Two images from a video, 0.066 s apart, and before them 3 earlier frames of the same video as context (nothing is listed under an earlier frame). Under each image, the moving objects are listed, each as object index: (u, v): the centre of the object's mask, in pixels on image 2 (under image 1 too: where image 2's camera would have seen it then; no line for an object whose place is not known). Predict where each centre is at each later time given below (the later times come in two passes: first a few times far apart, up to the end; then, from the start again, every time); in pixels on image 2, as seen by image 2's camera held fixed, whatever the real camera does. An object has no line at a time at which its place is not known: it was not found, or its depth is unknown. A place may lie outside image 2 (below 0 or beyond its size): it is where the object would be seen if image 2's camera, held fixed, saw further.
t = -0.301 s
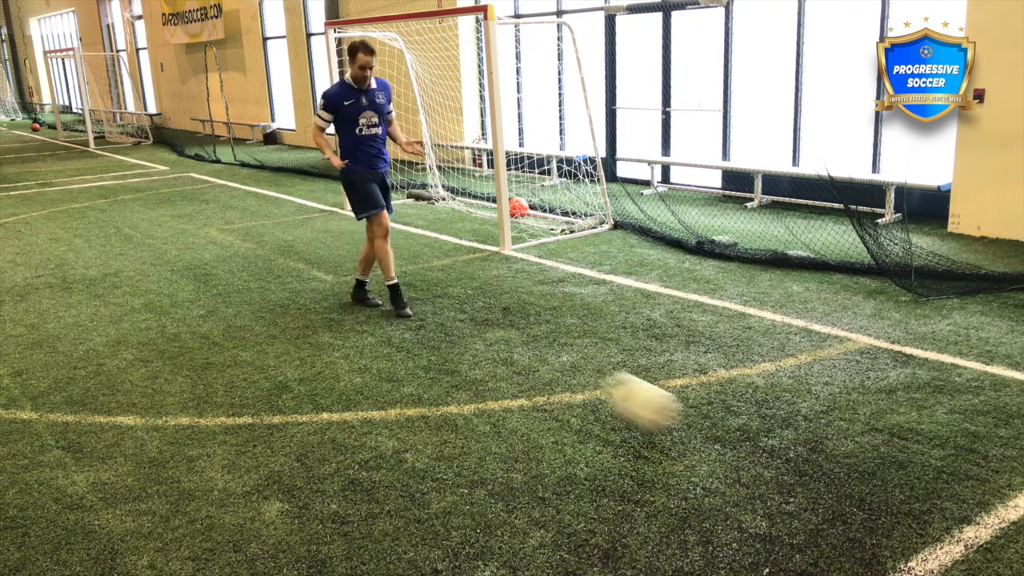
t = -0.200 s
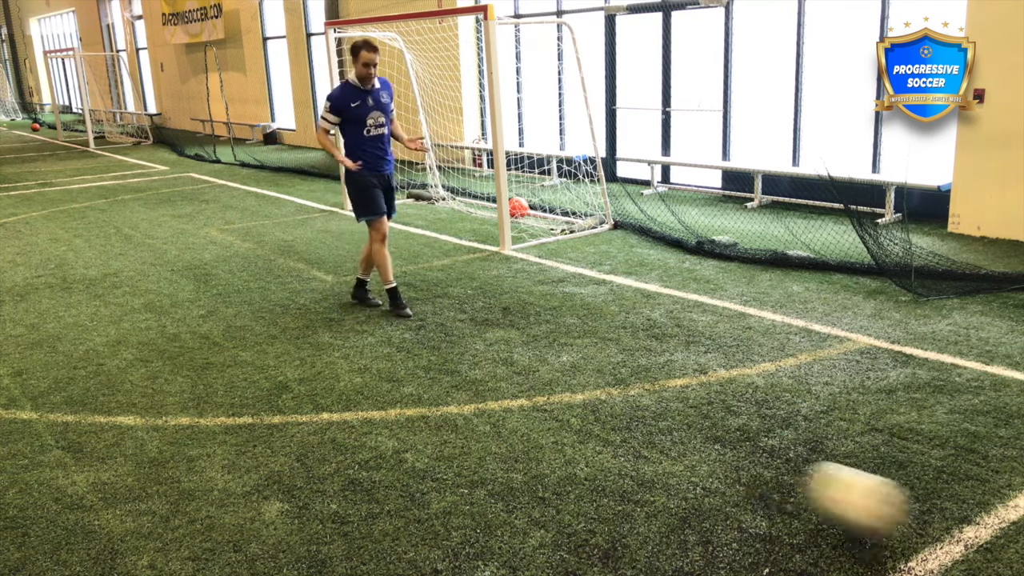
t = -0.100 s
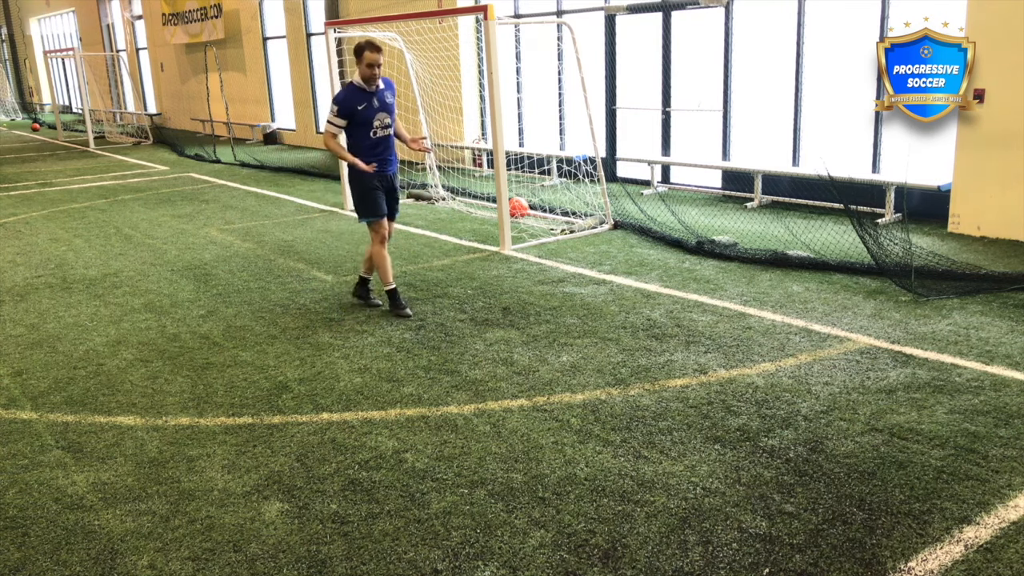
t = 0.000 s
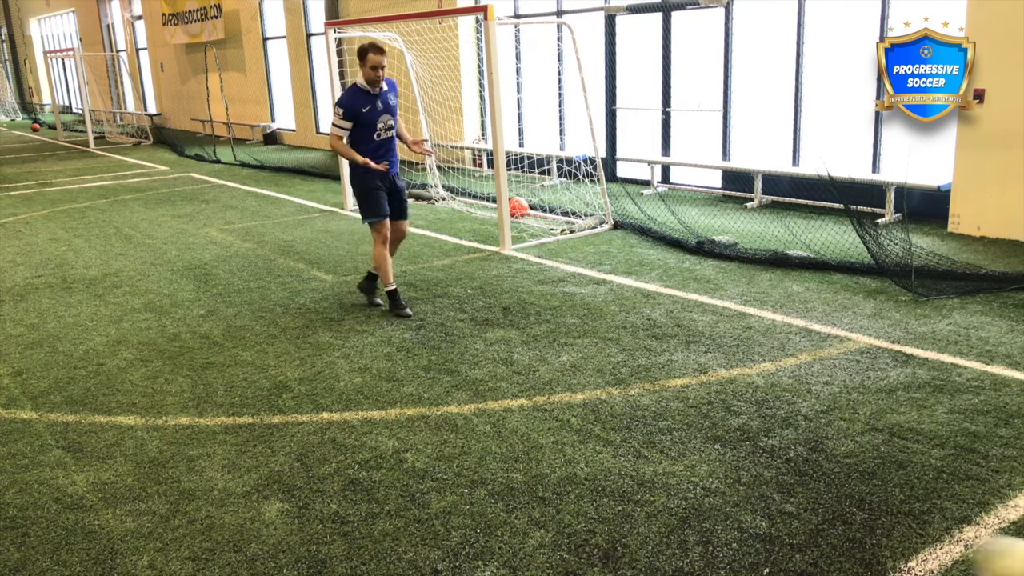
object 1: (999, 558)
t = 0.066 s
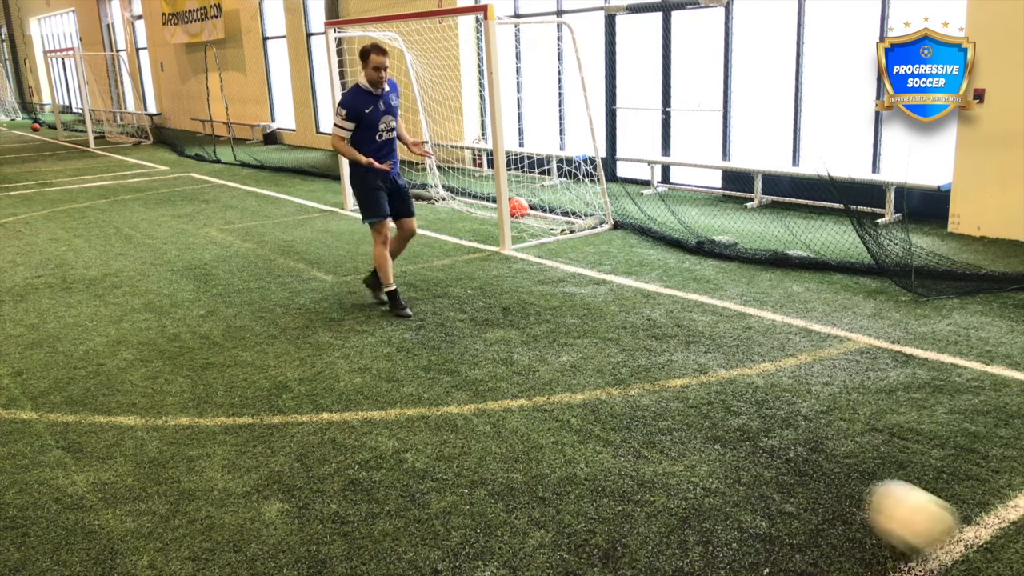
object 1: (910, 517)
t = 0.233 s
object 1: (713, 444)
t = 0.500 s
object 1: (556, 373)
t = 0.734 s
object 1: (468, 334)
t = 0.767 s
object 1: (458, 328)
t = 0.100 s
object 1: (865, 495)
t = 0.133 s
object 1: (820, 475)
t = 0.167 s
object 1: (782, 462)
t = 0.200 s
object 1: (745, 451)
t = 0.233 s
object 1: (713, 444)
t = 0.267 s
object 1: (687, 429)
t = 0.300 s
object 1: (666, 415)
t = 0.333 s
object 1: (643, 403)
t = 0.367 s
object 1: (625, 397)
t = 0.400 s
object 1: (606, 392)
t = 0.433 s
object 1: (588, 389)
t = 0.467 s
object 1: (572, 380)
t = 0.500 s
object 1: (556, 373)
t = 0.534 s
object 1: (542, 366)
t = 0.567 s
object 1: (529, 361)
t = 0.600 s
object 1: (515, 354)
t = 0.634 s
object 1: (502, 348)
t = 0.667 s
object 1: (490, 344)
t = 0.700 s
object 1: (479, 338)
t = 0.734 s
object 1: (468, 334)
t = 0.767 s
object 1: (458, 328)
